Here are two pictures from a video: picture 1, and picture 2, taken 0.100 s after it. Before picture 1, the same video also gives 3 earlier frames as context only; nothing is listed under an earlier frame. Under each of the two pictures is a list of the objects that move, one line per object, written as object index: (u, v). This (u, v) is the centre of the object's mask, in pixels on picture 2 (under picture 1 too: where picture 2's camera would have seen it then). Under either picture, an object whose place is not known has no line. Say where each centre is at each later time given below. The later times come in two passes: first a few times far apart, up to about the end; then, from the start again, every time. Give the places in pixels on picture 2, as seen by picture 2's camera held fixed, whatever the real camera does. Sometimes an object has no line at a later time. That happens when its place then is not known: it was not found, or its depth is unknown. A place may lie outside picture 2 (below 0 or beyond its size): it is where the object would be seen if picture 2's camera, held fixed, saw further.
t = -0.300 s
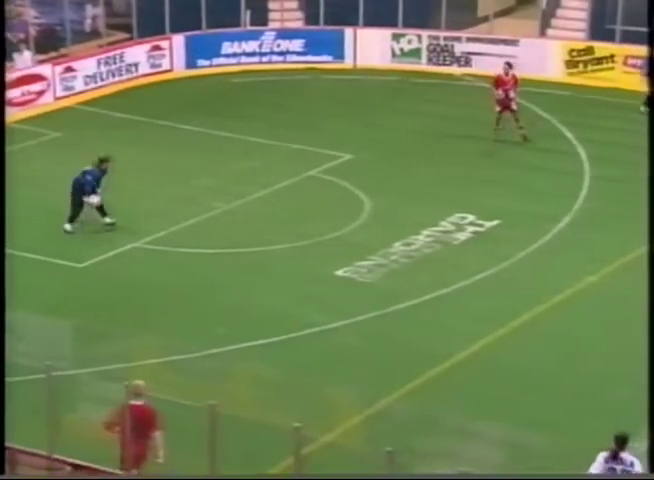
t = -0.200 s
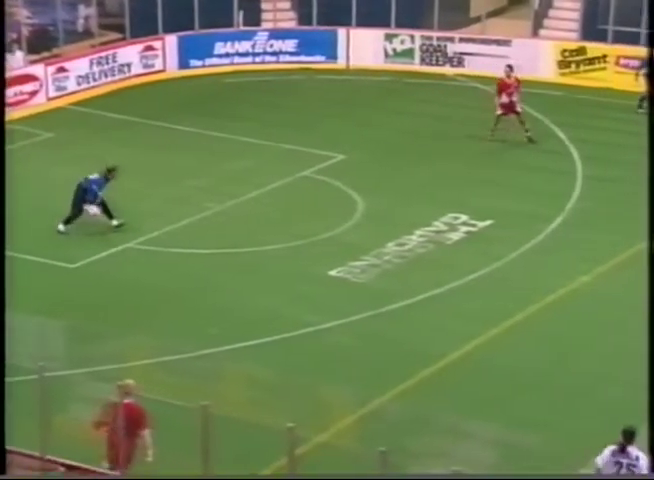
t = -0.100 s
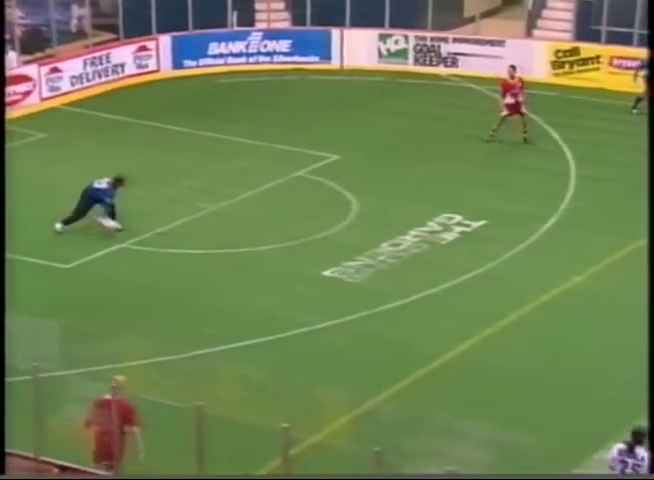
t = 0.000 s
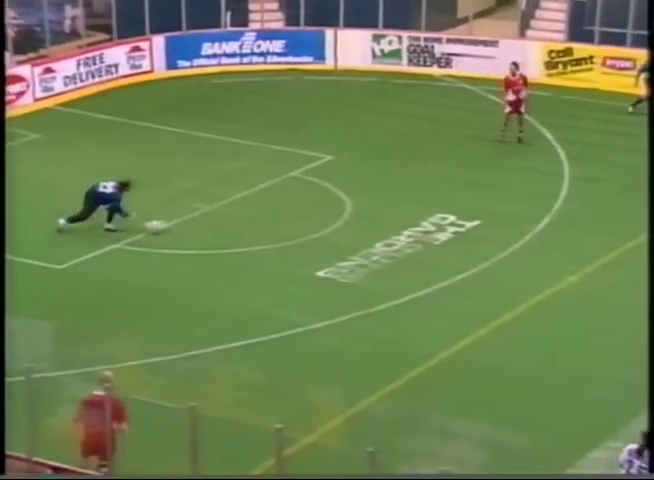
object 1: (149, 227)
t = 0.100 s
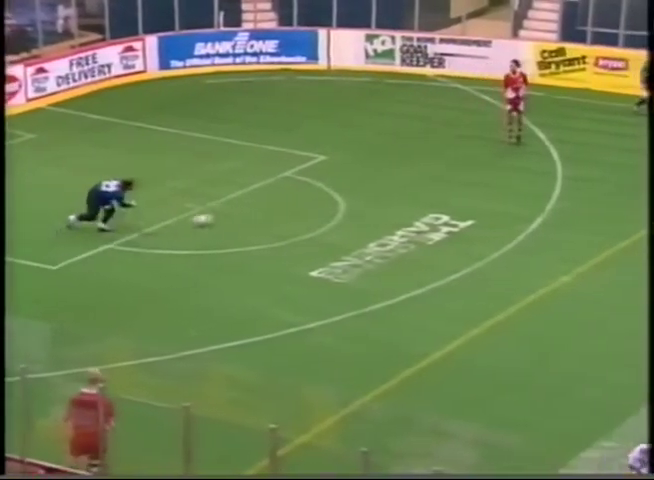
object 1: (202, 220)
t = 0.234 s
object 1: (267, 212)
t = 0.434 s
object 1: (349, 200)
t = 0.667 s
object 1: (431, 191)
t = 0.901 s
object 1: (502, 185)
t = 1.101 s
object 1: (560, 179)
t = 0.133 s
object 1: (219, 218)
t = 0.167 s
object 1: (235, 216)
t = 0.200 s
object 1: (252, 214)
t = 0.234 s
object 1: (267, 212)
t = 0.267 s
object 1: (282, 210)
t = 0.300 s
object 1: (296, 208)
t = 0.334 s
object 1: (310, 207)
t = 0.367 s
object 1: (324, 205)
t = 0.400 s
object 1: (337, 203)
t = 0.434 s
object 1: (349, 200)
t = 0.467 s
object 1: (361, 198)
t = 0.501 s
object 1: (374, 197)
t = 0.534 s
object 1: (386, 197)
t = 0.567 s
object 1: (398, 196)
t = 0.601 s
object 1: (409, 195)
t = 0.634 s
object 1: (420, 193)
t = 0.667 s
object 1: (431, 191)
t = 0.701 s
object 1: (441, 190)
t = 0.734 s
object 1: (452, 189)
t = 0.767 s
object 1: (462, 189)
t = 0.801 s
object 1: (473, 189)
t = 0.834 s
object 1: (483, 187)
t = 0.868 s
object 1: (493, 186)
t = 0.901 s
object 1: (502, 185)
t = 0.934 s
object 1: (512, 185)
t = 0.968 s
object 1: (522, 184)
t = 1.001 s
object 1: (532, 182)
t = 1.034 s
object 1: (541, 181)
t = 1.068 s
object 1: (550, 180)
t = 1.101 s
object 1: (560, 179)
